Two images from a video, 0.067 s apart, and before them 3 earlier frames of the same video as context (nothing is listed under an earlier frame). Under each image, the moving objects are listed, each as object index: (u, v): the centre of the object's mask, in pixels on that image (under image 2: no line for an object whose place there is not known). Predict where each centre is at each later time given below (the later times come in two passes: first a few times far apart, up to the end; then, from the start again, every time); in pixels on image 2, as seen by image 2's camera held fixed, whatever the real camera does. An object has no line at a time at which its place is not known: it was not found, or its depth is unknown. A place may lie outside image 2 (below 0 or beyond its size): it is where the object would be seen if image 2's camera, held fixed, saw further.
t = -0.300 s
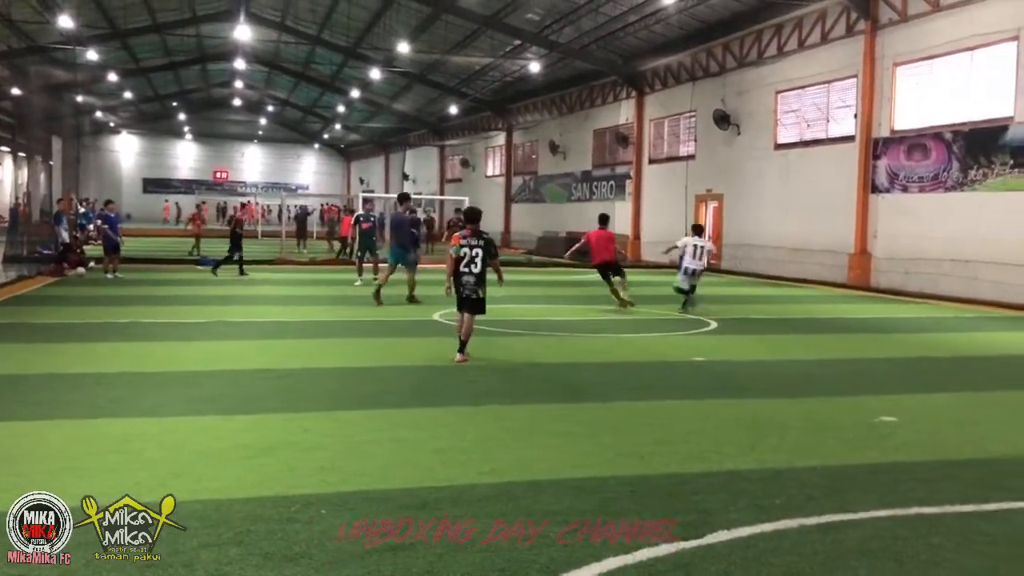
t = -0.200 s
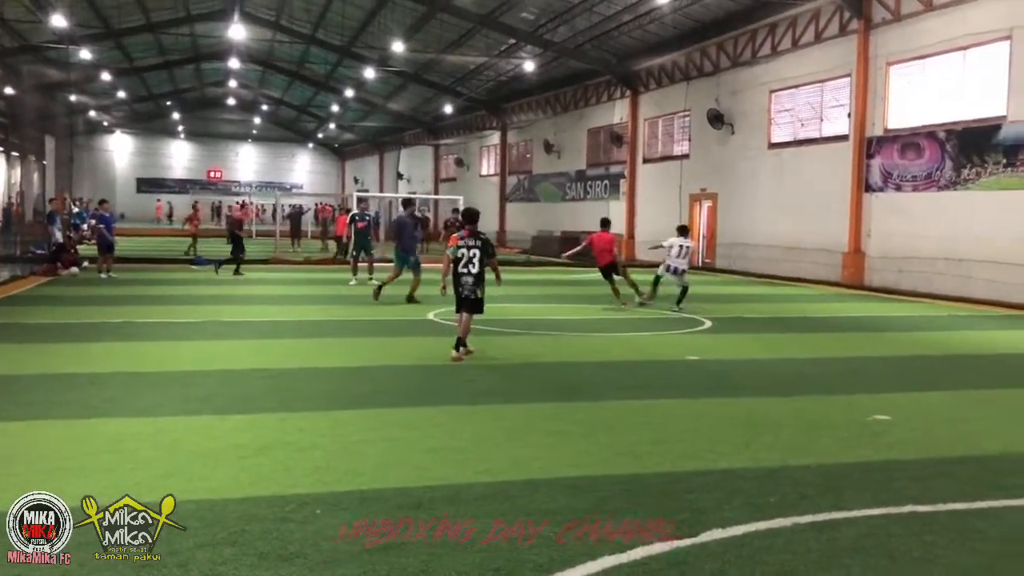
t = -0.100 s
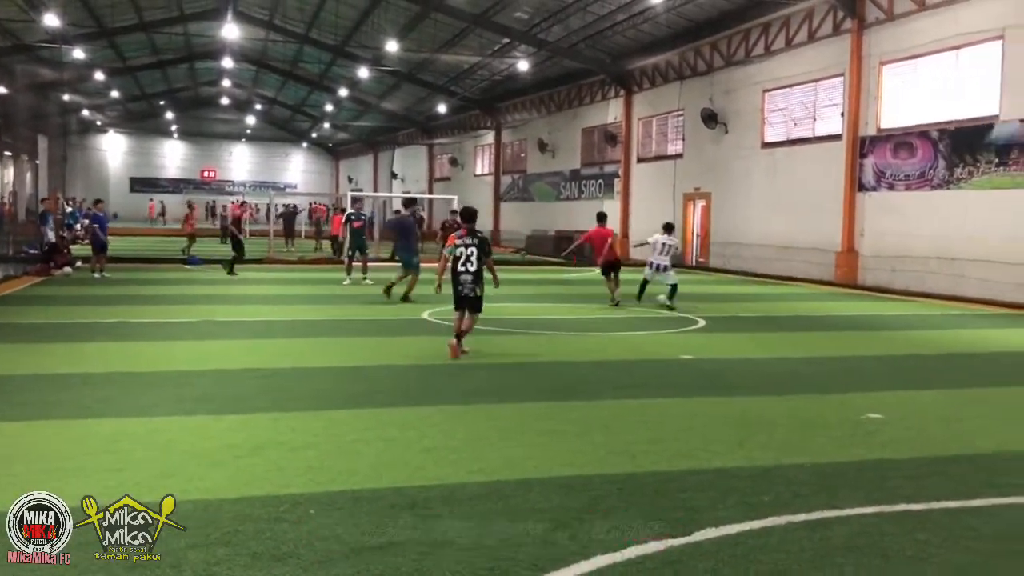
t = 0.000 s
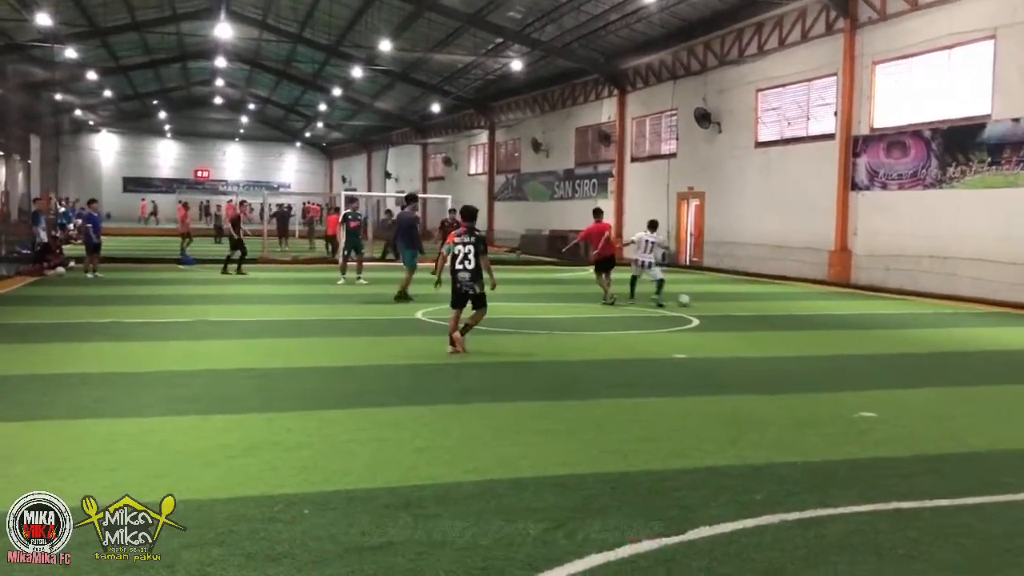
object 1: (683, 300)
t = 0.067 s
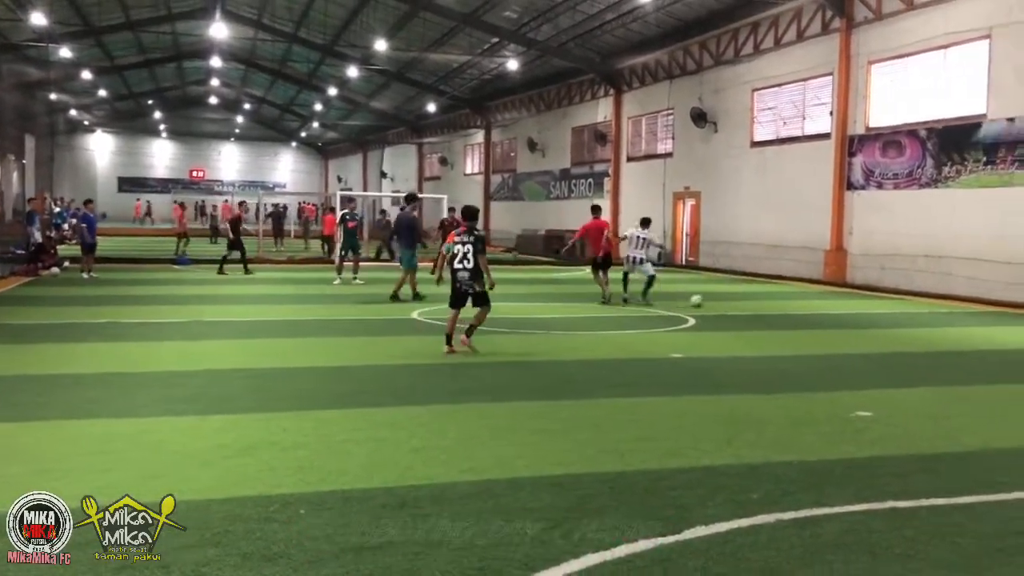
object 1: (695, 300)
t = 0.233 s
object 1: (740, 302)
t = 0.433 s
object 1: (794, 305)
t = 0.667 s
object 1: (855, 309)
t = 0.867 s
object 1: (908, 311)
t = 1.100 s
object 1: (972, 315)
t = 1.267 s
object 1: (1017, 317)
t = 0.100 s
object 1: (705, 300)
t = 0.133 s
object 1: (714, 301)
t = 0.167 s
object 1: (723, 302)
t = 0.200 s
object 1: (732, 303)
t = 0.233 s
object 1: (740, 302)
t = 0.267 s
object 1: (750, 303)
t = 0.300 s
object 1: (759, 303)
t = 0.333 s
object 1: (766, 305)
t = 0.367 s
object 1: (776, 304)
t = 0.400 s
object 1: (785, 305)
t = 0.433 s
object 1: (794, 305)
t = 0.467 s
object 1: (803, 306)
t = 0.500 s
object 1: (811, 306)
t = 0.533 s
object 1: (821, 306)
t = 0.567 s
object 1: (829, 307)
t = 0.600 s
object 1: (839, 308)
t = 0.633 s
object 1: (847, 308)
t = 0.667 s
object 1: (855, 309)
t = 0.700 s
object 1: (865, 309)
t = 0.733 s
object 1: (873, 309)
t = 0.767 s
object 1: (882, 310)
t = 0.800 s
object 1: (890, 311)
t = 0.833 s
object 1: (898, 310)
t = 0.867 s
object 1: (908, 311)
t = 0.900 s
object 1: (917, 311)
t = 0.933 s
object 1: (927, 312)
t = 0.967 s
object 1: (935, 313)
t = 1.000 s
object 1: (943, 313)
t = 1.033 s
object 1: (952, 313)
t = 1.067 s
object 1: (962, 314)
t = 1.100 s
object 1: (972, 315)
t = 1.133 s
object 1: (980, 315)
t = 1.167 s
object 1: (989, 315)
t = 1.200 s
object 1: (999, 315)
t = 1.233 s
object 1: (1008, 316)
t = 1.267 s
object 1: (1017, 317)
